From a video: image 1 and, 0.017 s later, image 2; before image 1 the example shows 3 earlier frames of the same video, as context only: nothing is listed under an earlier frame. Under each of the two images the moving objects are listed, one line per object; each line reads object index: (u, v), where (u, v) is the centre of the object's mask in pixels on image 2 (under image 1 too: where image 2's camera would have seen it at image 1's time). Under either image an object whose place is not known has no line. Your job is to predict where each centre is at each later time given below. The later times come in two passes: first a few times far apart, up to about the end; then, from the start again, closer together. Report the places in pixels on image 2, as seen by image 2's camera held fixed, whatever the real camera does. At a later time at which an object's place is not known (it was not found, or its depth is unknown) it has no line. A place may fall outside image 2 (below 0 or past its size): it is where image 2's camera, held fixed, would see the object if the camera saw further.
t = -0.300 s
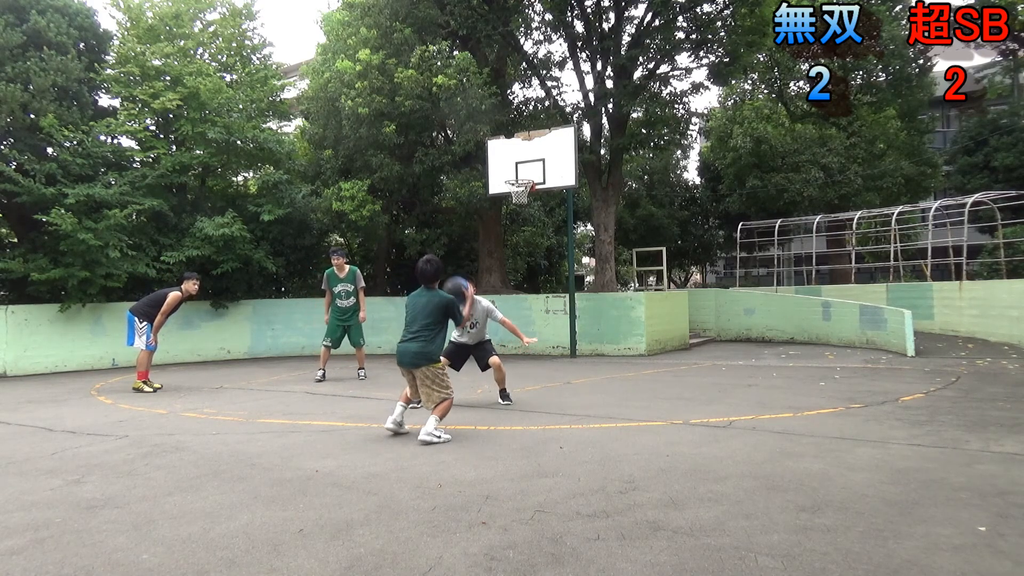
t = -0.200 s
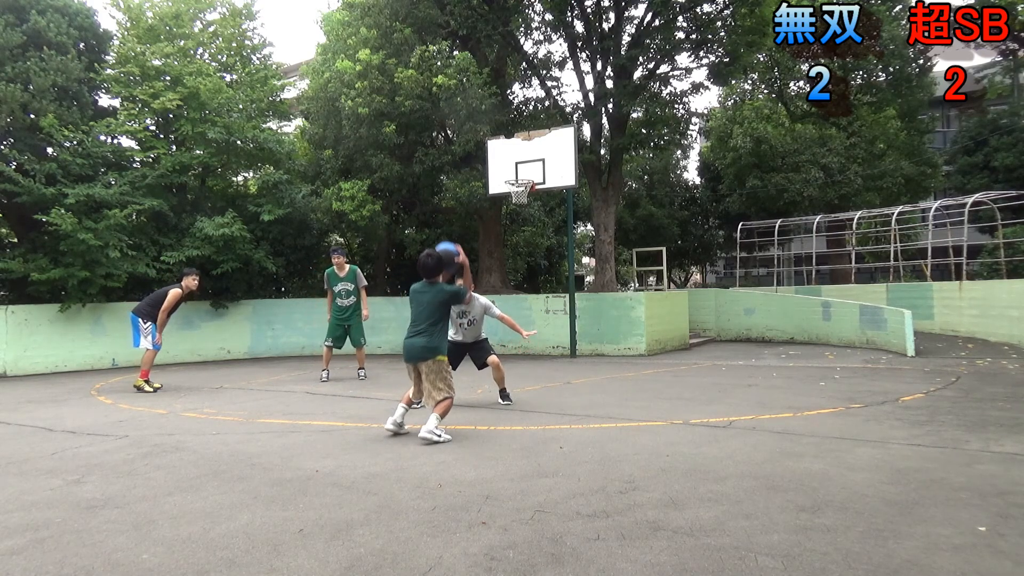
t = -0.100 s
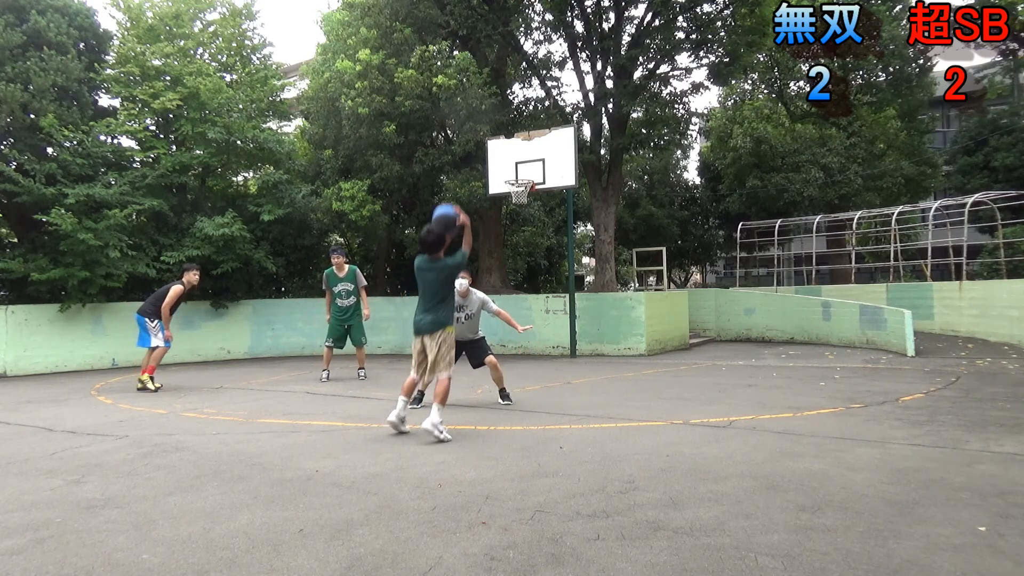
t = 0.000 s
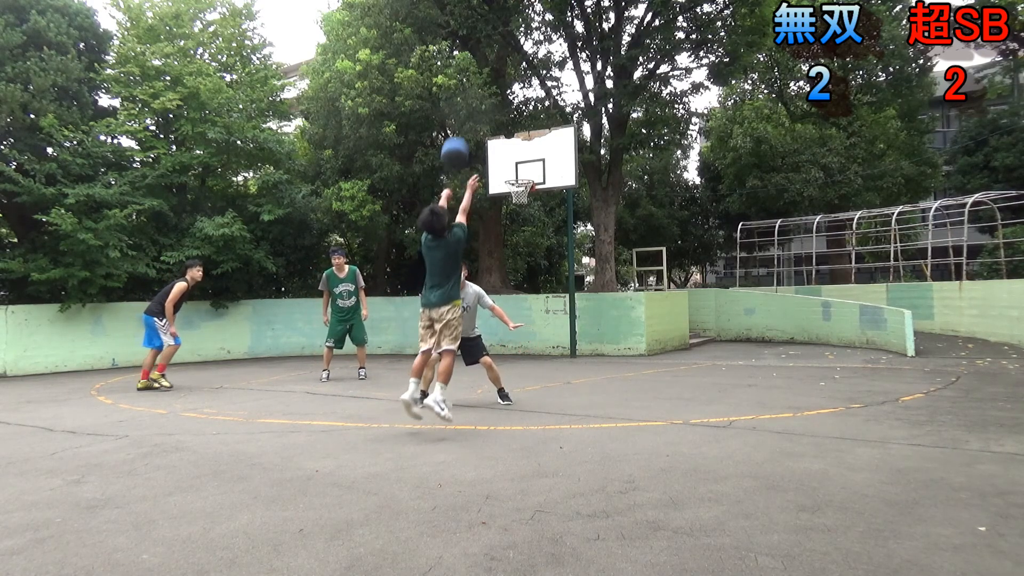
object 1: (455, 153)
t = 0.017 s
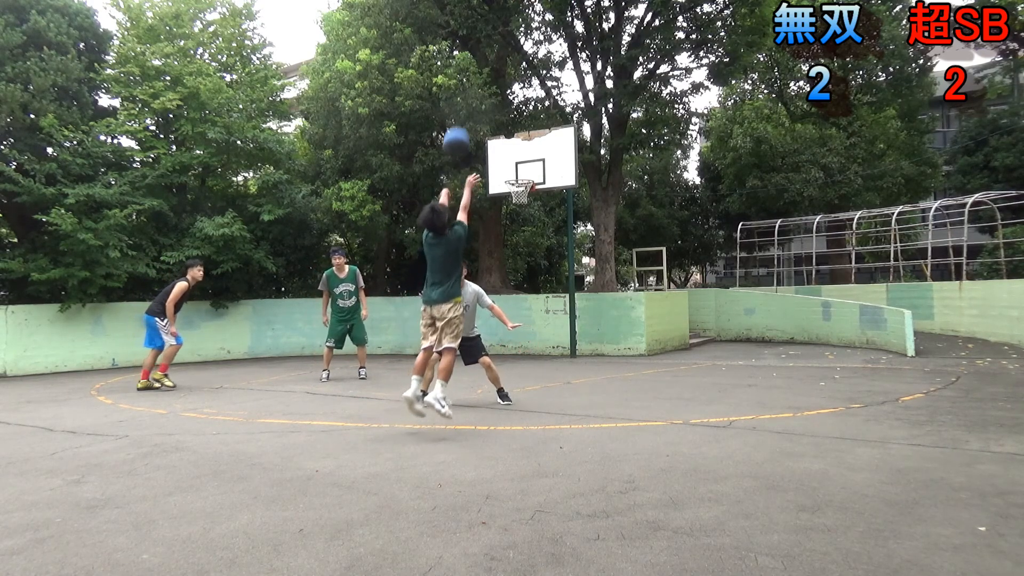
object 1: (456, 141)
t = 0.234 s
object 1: (476, 54)
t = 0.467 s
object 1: (490, 26)
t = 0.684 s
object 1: (502, 41)
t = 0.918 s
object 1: (512, 86)
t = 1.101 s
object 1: (521, 139)
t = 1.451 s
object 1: (519, 196)
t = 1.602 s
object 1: (530, 215)
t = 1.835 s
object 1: (547, 272)
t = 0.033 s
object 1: (458, 132)
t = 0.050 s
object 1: (460, 124)
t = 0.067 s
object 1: (461, 115)
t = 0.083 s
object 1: (463, 106)
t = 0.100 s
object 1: (464, 99)
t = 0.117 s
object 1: (466, 92)
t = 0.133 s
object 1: (467, 84)
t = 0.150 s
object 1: (468, 79)
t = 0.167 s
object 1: (469, 72)
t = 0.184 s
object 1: (471, 69)
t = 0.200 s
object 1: (473, 63)
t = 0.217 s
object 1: (474, 58)
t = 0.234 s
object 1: (476, 54)
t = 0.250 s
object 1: (477, 50)
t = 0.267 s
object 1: (478, 46)
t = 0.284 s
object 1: (479, 43)
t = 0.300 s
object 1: (480, 40)
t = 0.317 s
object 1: (481, 37)
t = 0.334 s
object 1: (482, 35)
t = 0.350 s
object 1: (484, 33)
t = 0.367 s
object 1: (484, 33)
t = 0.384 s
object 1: (485, 31)
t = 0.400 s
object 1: (487, 29)
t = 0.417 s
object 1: (487, 28)
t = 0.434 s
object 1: (488, 27)
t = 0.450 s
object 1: (489, 26)
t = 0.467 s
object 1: (490, 26)
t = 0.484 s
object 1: (492, 26)
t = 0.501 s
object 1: (492, 27)
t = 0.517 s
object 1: (493, 27)
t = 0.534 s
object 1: (494, 27)
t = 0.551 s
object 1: (495, 28)
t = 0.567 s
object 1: (496, 29)
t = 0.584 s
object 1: (497, 31)
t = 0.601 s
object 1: (497, 32)
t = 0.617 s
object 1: (498, 33)
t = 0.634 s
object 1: (499, 35)
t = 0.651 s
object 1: (500, 36)
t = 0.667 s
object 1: (501, 39)
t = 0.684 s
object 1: (502, 41)
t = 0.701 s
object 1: (503, 44)
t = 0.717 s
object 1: (503, 46)
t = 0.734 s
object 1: (504, 48)
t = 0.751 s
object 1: (505, 51)
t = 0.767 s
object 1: (506, 53)
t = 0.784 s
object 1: (507, 57)
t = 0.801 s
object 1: (507, 60)
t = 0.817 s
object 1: (508, 64)
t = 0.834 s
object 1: (509, 67)
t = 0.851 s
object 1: (510, 71)
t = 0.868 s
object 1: (511, 75)
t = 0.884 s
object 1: (511, 78)
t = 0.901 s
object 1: (512, 82)
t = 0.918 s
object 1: (512, 86)
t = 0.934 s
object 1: (513, 91)
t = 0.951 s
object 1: (513, 95)
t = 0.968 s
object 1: (513, 100)
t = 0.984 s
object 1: (514, 104)
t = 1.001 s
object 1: (515, 109)
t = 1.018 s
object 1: (517, 114)
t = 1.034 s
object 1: (518, 119)
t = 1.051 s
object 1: (519, 124)
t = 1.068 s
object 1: (520, 129)
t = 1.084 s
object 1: (521, 134)
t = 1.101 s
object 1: (521, 139)
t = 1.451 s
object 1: (519, 196)
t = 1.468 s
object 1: (520, 198)
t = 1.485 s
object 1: (521, 199)
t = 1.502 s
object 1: (522, 200)
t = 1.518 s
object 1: (524, 203)
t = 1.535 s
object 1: (525, 205)
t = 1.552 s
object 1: (526, 206)
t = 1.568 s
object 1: (527, 209)
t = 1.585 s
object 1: (528, 213)
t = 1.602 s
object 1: (530, 215)
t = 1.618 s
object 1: (531, 216)
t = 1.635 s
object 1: (532, 220)
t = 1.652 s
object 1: (534, 223)
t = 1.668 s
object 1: (535, 226)
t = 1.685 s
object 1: (537, 230)
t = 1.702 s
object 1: (538, 234)
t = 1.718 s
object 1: (538, 239)
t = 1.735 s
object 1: (540, 242)
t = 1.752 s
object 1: (542, 247)
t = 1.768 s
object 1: (543, 252)
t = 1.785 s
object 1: (544, 256)
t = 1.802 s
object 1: (545, 263)
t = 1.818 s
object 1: (546, 266)
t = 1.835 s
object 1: (547, 272)
